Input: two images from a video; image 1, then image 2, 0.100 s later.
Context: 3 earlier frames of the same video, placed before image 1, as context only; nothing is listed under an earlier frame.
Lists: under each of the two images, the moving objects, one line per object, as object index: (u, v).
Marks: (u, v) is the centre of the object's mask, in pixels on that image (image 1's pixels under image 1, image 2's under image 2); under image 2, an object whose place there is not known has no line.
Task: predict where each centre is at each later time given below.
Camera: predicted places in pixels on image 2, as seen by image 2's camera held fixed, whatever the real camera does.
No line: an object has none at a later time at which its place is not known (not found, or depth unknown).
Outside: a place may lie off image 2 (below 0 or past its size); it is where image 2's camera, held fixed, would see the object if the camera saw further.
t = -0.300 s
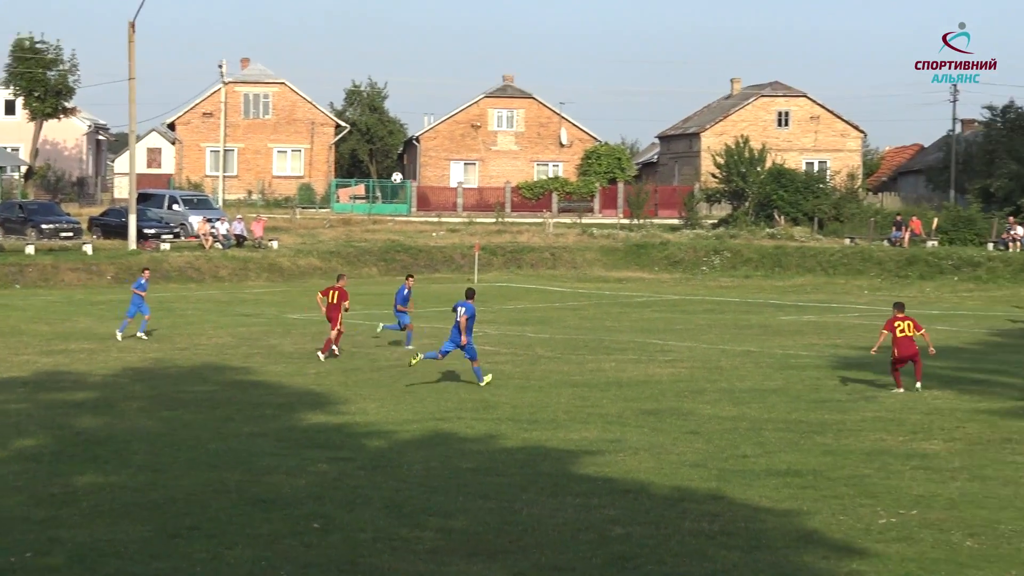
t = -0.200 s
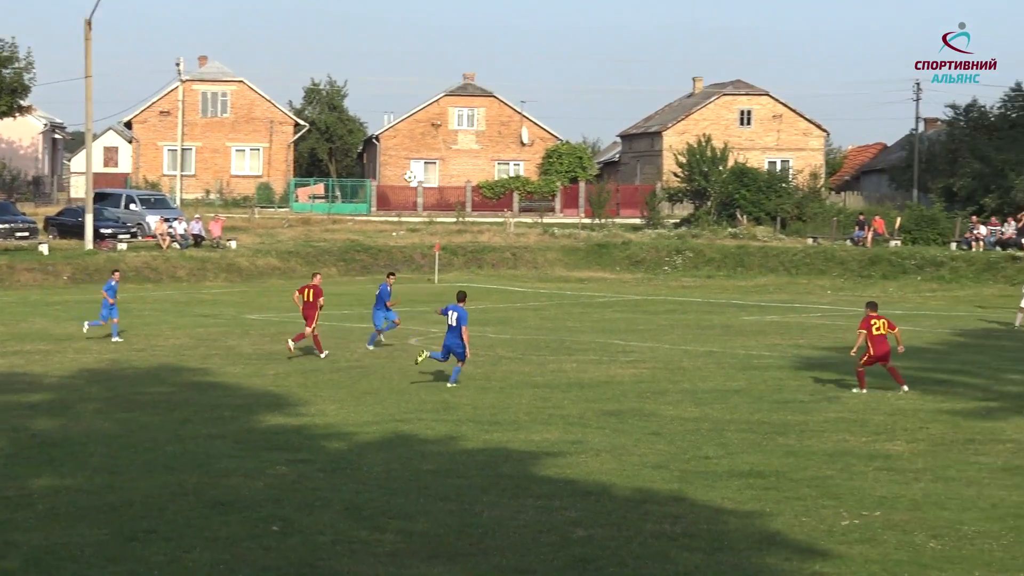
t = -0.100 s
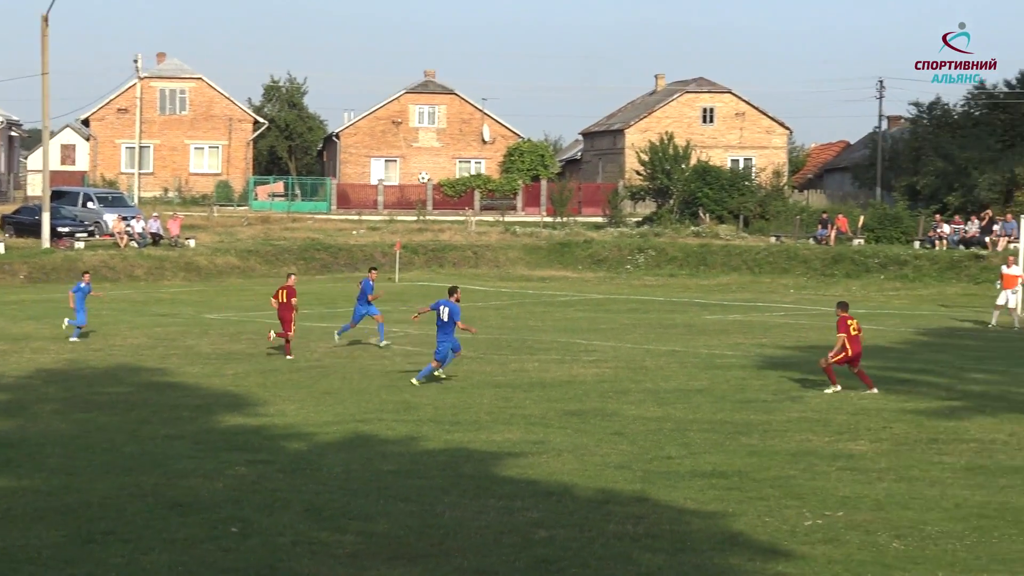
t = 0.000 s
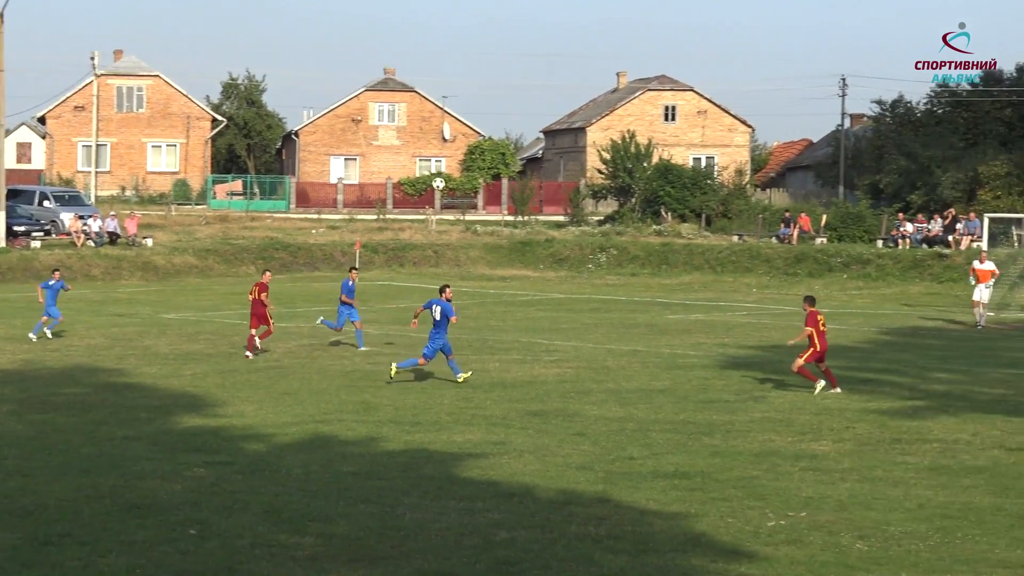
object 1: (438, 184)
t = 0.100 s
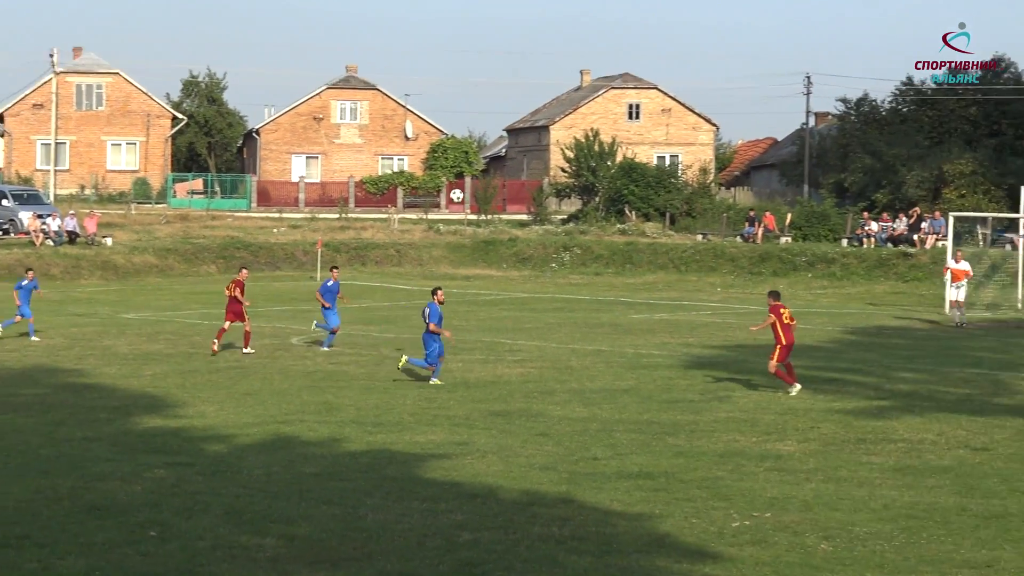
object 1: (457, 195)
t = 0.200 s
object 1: (512, 213)
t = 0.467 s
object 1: (665, 292)
